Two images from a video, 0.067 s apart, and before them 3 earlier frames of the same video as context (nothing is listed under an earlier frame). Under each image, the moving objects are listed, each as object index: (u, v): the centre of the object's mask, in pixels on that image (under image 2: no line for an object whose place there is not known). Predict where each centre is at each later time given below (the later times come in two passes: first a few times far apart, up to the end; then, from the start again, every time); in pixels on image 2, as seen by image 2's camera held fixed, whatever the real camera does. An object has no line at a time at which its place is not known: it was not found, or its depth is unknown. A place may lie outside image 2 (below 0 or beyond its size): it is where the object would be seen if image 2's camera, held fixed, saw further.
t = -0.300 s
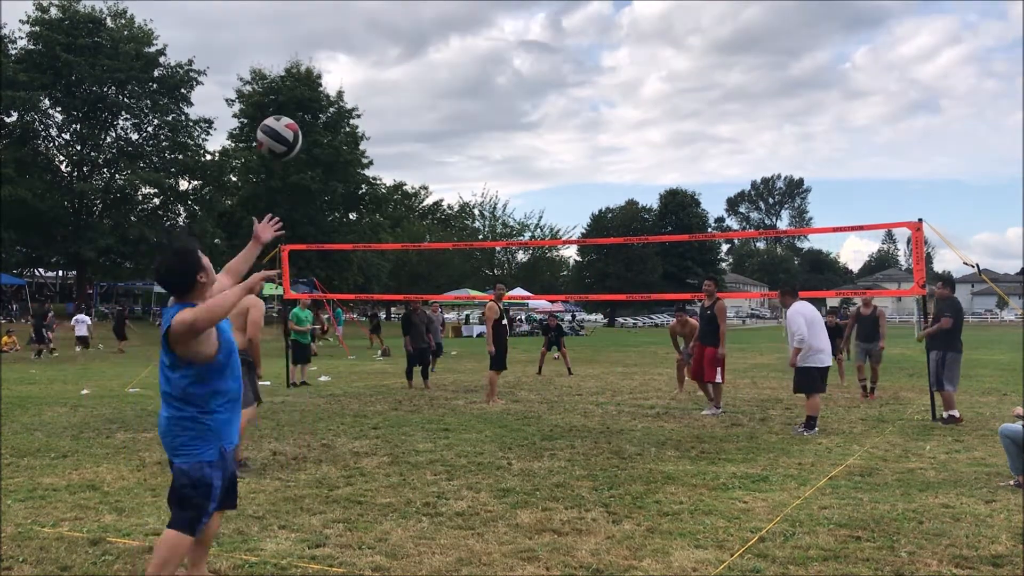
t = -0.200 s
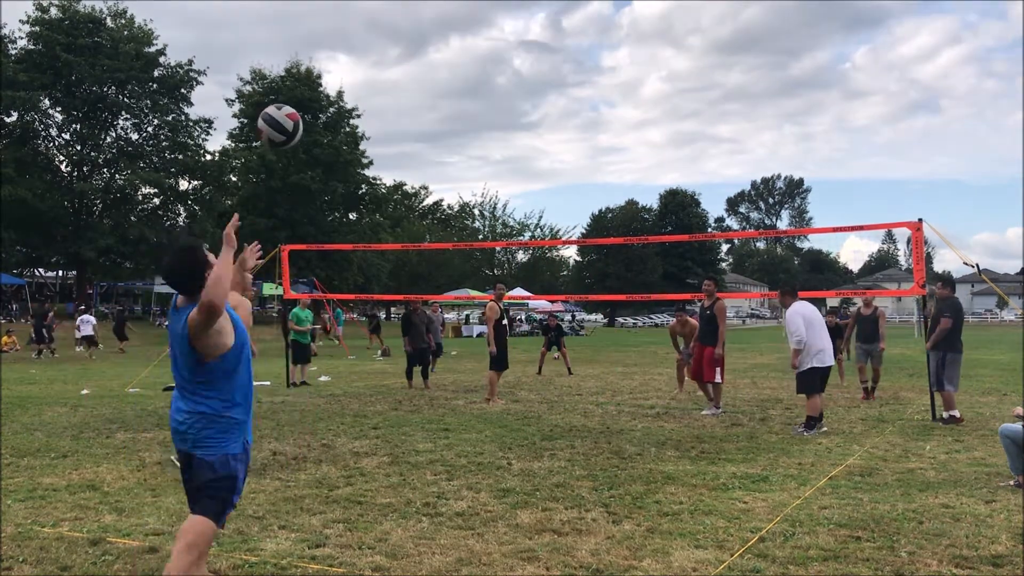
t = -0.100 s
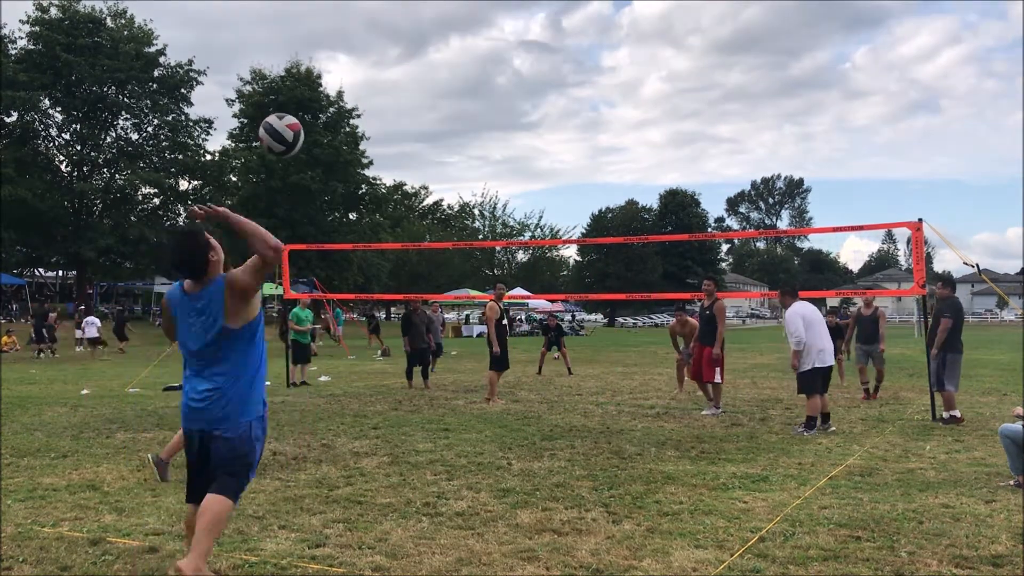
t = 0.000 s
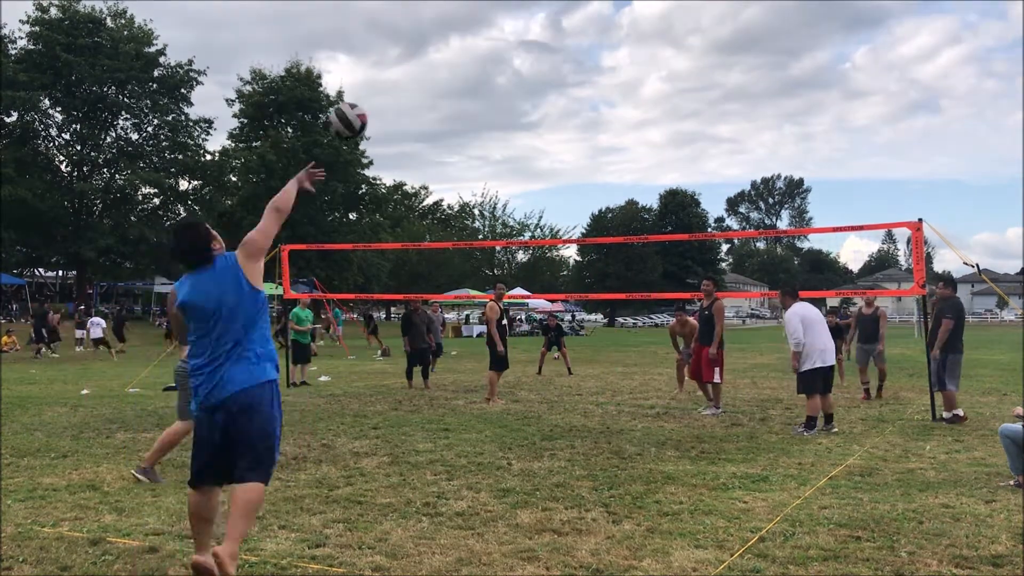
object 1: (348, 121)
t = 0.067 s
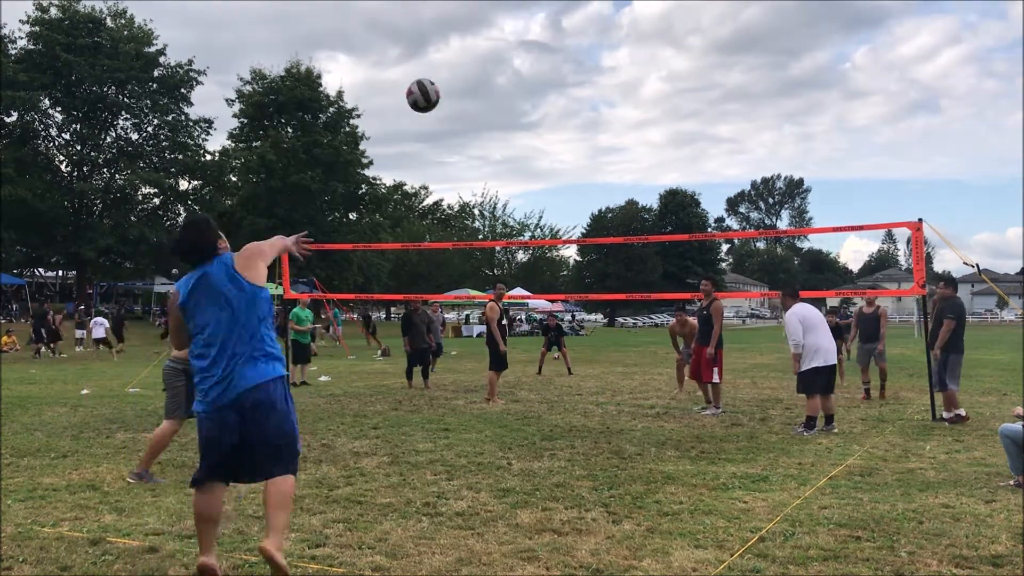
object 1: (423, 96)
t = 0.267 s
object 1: (556, 81)
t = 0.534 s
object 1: (641, 126)
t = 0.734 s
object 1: (675, 179)
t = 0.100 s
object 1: (453, 87)
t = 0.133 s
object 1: (479, 82)
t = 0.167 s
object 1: (502, 79)
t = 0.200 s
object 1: (522, 78)
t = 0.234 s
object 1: (540, 79)
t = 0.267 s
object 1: (556, 81)
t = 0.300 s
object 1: (571, 84)
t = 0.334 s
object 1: (583, 88)
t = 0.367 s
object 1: (595, 93)
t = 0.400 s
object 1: (606, 99)
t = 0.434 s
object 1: (616, 105)
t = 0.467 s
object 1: (625, 112)
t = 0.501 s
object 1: (633, 119)
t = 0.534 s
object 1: (641, 126)
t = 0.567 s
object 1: (648, 134)
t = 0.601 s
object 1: (655, 143)
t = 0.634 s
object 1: (661, 151)
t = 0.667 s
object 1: (666, 161)
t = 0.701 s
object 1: (671, 170)
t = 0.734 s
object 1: (675, 179)
